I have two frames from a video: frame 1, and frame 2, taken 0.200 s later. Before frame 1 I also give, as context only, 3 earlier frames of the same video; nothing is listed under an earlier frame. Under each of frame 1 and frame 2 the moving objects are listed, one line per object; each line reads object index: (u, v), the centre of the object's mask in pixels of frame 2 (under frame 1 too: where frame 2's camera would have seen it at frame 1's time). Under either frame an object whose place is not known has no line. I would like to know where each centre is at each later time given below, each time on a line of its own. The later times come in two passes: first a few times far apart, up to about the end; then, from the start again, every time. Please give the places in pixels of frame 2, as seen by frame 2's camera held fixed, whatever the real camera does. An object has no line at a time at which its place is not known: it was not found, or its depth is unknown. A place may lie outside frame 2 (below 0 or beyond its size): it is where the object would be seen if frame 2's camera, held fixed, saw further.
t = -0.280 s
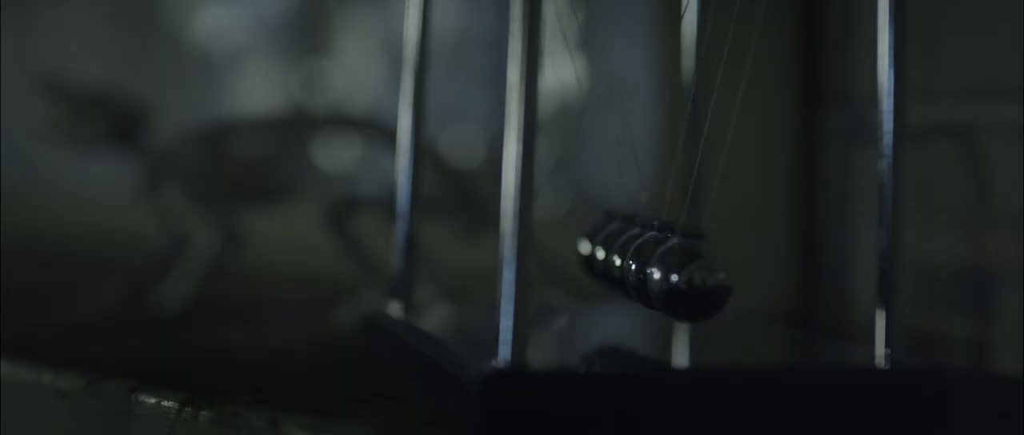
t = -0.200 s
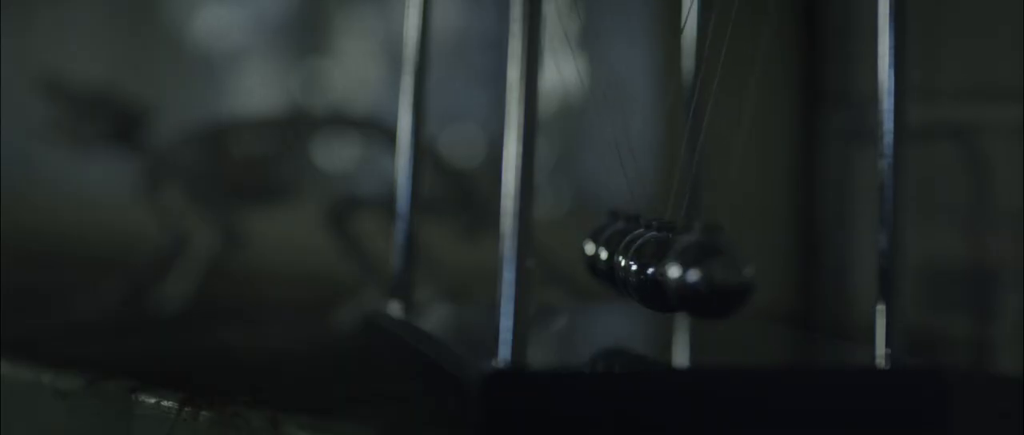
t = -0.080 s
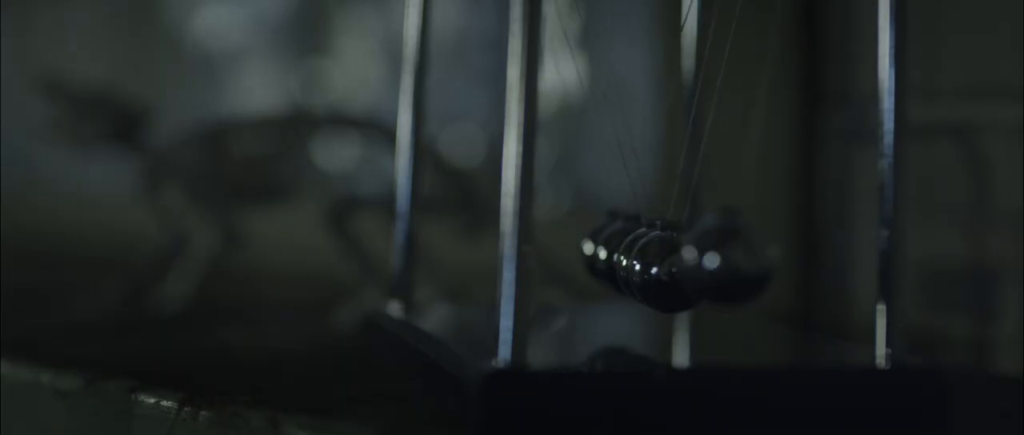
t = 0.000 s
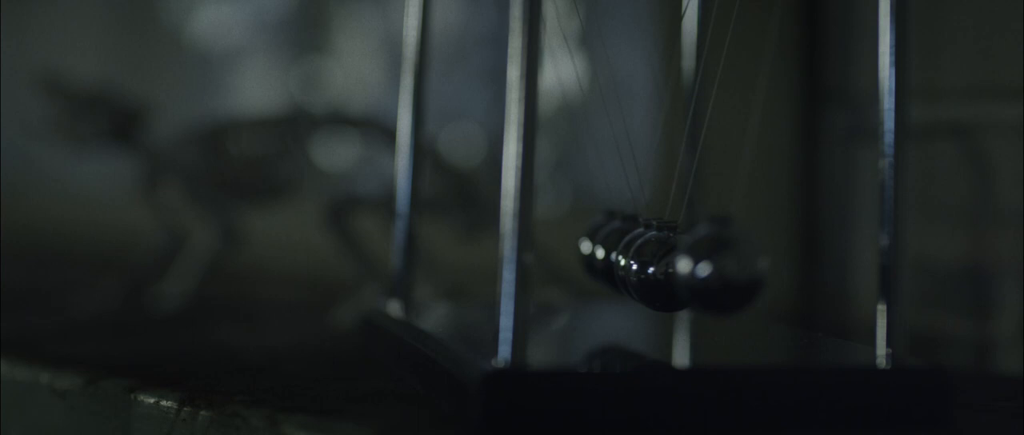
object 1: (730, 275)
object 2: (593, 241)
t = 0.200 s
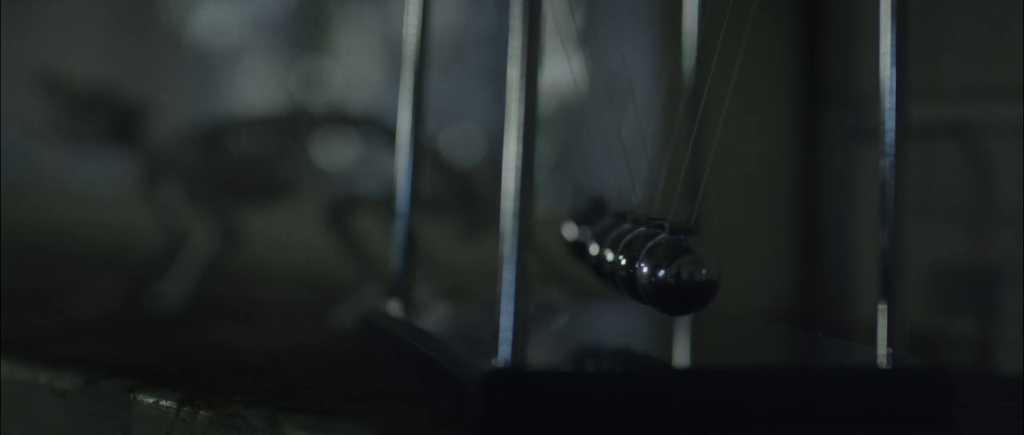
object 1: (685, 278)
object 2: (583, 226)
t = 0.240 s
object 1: (686, 278)
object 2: (580, 219)
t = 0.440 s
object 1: (693, 282)
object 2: (587, 231)
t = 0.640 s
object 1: (735, 275)
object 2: (598, 243)
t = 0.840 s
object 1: (704, 291)
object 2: (591, 241)
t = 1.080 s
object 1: (687, 279)
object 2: (581, 214)
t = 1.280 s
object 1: (697, 284)
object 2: (596, 239)
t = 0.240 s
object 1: (686, 278)
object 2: (580, 219)
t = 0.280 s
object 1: (688, 278)
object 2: (579, 215)
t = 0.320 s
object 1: (689, 280)
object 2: (579, 215)
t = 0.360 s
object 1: (691, 281)
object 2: (581, 218)
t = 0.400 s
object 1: (693, 282)
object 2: (583, 224)
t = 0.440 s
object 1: (693, 282)
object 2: (587, 231)
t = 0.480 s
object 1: (696, 283)
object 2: (591, 240)
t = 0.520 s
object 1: (698, 284)
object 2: (596, 243)
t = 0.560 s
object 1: (710, 282)
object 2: (598, 243)
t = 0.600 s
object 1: (726, 281)
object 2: (598, 243)
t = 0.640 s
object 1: (735, 275)
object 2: (598, 243)
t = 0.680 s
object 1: (736, 274)
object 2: (597, 242)
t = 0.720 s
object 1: (736, 276)
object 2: (596, 241)
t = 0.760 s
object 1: (729, 281)
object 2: (594, 241)
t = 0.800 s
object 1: (718, 287)
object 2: (593, 241)
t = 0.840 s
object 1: (704, 291)
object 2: (591, 241)
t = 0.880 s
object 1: (692, 290)
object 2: (590, 239)
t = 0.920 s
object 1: (688, 279)
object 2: (587, 234)
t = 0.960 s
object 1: (684, 278)
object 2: (585, 227)
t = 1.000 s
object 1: (685, 278)
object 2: (582, 220)
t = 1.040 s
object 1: (686, 279)
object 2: (581, 215)
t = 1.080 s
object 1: (687, 279)
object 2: (581, 214)
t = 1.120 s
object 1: (689, 280)
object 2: (582, 217)
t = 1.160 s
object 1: (691, 282)
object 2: (584, 222)
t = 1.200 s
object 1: (692, 282)
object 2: (588, 228)
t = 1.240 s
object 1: (694, 283)
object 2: (591, 234)
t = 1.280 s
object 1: (697, 284)
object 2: (596, 239)
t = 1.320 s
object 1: (709, 282)
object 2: (598, 241)
